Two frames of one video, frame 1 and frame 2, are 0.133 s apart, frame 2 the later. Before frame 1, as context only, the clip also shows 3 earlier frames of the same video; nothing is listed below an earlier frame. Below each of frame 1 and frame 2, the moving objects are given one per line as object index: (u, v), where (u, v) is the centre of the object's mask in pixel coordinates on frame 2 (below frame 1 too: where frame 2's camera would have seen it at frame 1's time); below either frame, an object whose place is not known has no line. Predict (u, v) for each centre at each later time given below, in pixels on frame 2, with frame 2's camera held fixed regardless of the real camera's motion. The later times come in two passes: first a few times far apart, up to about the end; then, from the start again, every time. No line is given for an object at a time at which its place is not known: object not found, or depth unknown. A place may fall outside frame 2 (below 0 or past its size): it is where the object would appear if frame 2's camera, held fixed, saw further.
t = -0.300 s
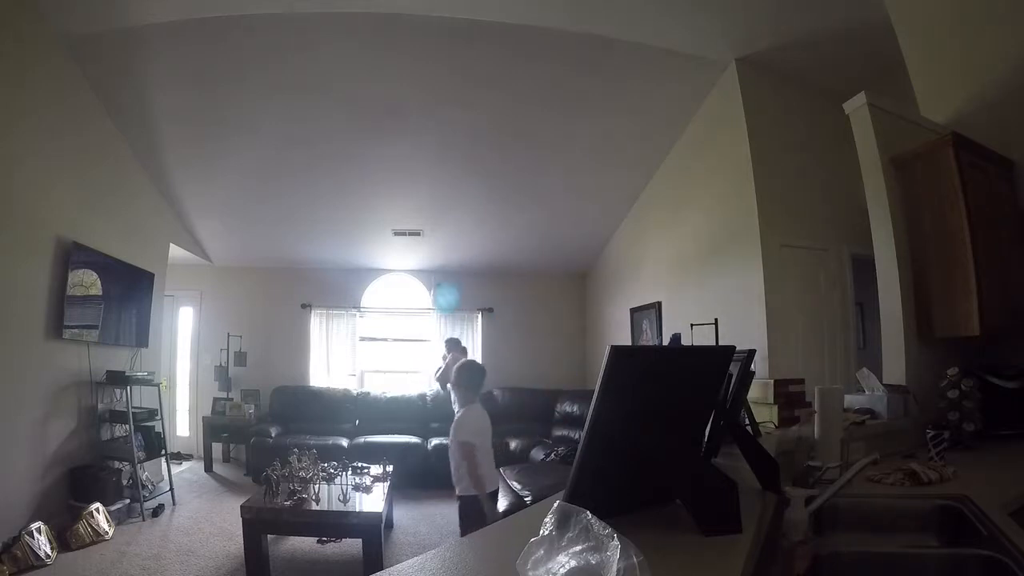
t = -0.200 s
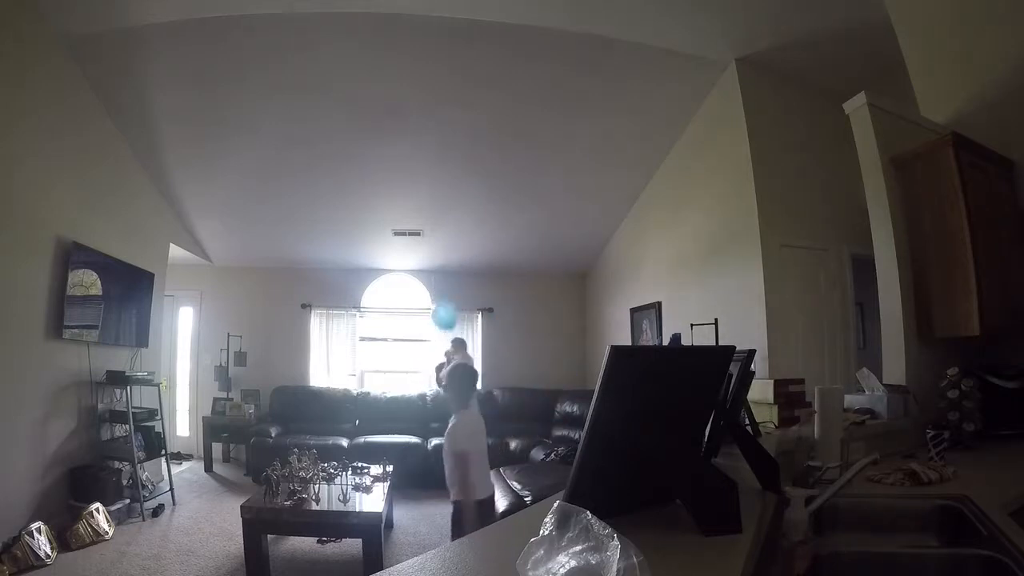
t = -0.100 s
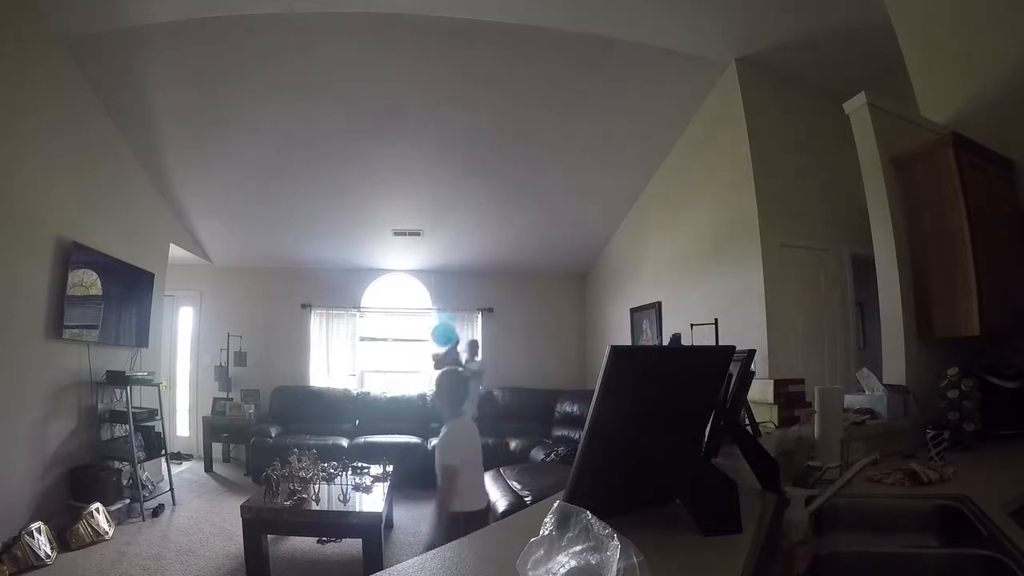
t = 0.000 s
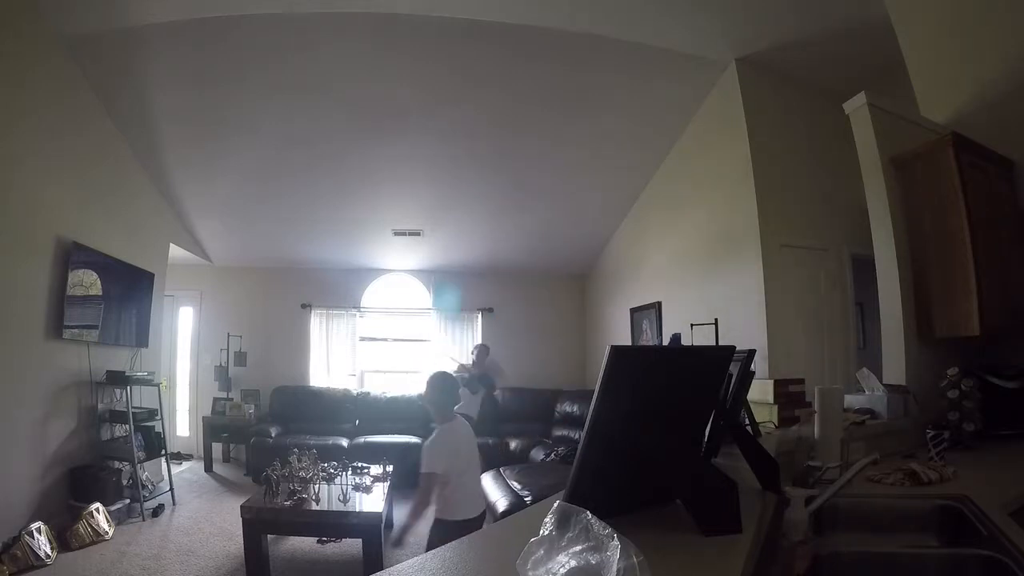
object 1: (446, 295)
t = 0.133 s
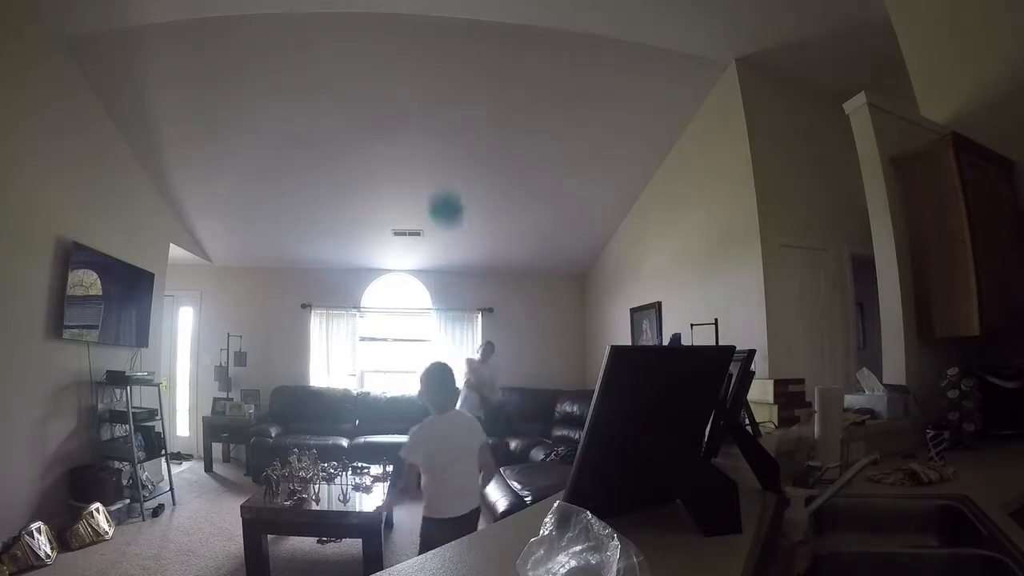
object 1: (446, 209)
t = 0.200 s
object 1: (440, 172)
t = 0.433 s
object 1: (403, 74)
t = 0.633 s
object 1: (379, 39)
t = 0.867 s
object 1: (351, 22)
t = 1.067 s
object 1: (331, 37)
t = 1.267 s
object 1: (311, 71)
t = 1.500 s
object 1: (291, 130)
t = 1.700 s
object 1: (269, 187)
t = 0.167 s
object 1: (443, 189)
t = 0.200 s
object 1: (440, 172)
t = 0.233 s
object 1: (436, 154)
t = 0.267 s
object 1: (430, 136)
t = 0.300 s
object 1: (425, 121)
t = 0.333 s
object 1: (419, 106)
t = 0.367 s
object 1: (413, 95)
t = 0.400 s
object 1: (407, 84)
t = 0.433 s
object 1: (403, 74)
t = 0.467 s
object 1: (398, 66)
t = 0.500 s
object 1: (393, 58)
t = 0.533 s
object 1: (389, 53)
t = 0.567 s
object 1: (385, 48)
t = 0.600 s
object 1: (382, 42)
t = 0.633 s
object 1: (379, 39)
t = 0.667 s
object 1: (374, 29)
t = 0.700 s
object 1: (370, 24)
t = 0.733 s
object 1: (367, 23)
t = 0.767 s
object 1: (363, 22)
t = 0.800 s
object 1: (359, 21)
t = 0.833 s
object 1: (354, 21)
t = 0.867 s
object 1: (351, 22)
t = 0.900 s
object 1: (347, 23)
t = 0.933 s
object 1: (344, 24)
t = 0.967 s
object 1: (340, 27)
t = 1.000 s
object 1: (338, 29)
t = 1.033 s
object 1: (335, 32)
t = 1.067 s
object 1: (331, 37)
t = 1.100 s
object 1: (328, 41)
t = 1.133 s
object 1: (325, 46)
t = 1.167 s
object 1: (321, 51)
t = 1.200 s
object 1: (318, 57)
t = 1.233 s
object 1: (314, 64)
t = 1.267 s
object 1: (311, 71)
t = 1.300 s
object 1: (308, 79)
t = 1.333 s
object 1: (305, 87)
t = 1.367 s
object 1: (303, 96)
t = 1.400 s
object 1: (300, 105)
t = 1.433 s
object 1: (297, 113)
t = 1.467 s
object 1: (294, 122)
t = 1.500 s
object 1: (291, 130)
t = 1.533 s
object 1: (288, 139)
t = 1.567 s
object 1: (284, 148)
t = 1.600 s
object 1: (280, 158)
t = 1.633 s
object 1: (277, 167)
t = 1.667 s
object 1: (273, 177)
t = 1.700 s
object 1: (269, 187)
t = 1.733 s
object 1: (266, 196)
